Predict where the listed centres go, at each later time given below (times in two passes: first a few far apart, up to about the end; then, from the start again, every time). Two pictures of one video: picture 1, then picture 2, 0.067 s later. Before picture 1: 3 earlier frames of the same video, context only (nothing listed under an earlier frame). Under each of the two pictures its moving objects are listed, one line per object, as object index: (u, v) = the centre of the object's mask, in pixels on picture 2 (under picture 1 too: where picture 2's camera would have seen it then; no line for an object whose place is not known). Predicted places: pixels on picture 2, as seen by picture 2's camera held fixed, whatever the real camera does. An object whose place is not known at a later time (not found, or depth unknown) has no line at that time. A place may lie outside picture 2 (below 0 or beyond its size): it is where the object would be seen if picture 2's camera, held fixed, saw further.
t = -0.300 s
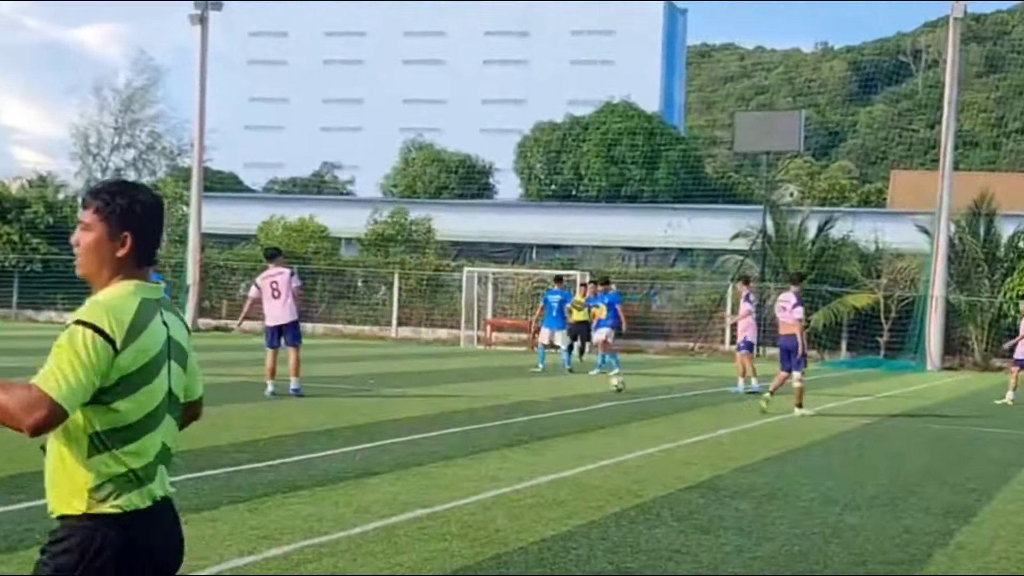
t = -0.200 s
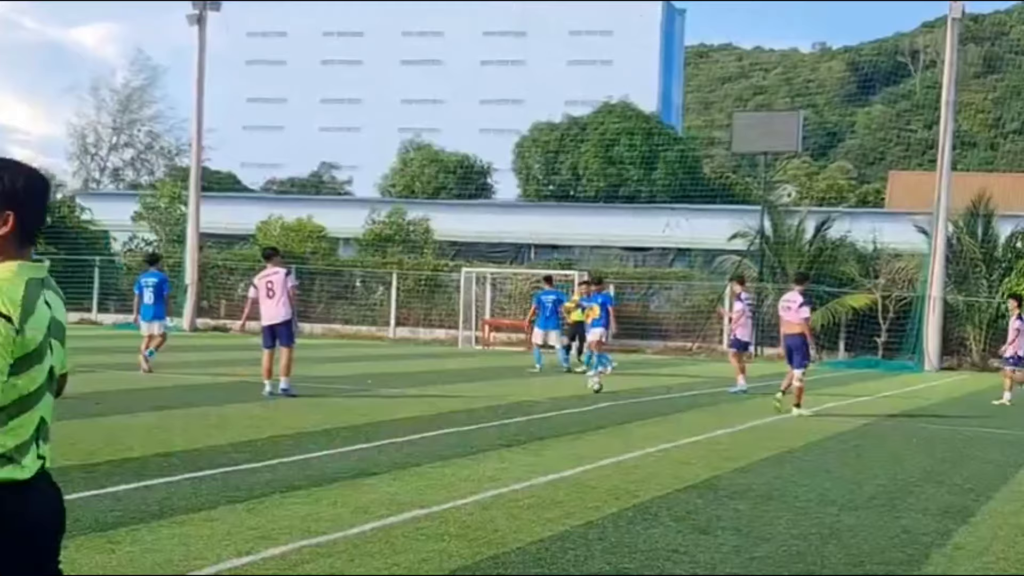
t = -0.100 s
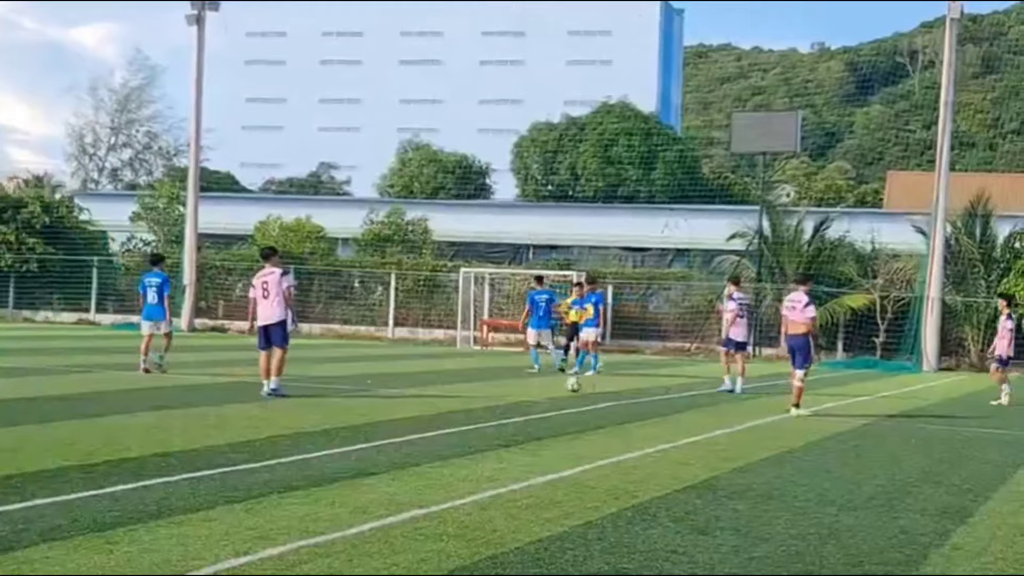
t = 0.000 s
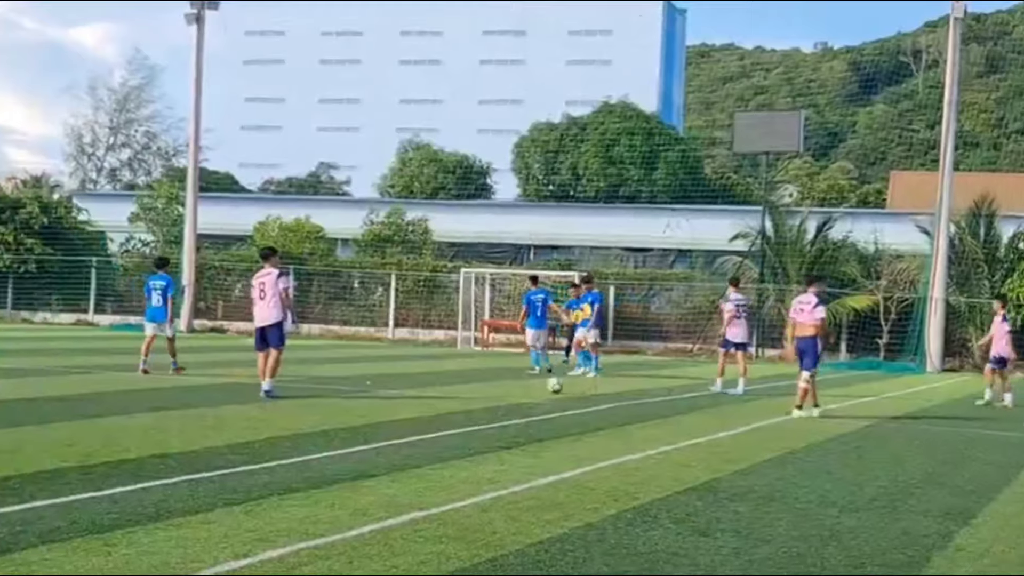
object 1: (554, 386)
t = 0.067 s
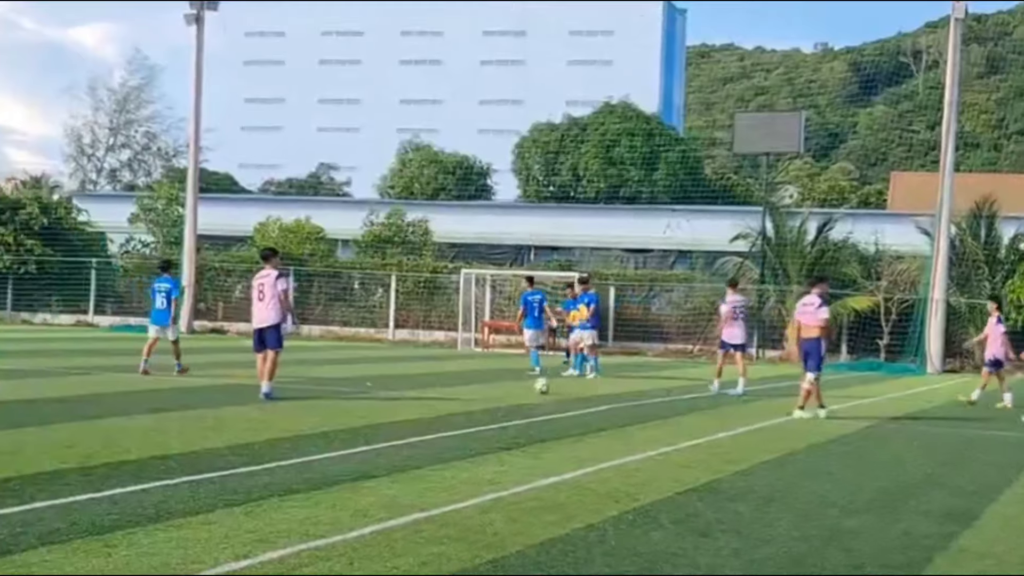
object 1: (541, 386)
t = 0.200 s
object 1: (516, 384)
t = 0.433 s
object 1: (472, 385)
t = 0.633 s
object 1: (435, 383)
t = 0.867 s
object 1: (394, 383)
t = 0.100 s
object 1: (535, 385)
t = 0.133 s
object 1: (529, 385)
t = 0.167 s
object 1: (522, 383)
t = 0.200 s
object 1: (516, 384)
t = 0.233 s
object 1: (510, 385)
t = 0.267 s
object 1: (503, 384)
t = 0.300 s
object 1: (497, 384)
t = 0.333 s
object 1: (491, 384)
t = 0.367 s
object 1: (485, 384)
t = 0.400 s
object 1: (478, 385)
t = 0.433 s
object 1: (472, 385)
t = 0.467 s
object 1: (466, 385)
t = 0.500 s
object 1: (460, 384)
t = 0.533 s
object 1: (454, 384)
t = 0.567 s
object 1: (447, 384)
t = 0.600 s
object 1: (442, 384)
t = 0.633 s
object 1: (435, 383)
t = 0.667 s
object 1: (428, 383)
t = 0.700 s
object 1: (424, 384)
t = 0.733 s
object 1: (418, 384)
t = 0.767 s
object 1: (412, 383)
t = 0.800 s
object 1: (406, 383)
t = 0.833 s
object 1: (399, 383)
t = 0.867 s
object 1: (394, 383)
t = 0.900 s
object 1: (388, 383)
